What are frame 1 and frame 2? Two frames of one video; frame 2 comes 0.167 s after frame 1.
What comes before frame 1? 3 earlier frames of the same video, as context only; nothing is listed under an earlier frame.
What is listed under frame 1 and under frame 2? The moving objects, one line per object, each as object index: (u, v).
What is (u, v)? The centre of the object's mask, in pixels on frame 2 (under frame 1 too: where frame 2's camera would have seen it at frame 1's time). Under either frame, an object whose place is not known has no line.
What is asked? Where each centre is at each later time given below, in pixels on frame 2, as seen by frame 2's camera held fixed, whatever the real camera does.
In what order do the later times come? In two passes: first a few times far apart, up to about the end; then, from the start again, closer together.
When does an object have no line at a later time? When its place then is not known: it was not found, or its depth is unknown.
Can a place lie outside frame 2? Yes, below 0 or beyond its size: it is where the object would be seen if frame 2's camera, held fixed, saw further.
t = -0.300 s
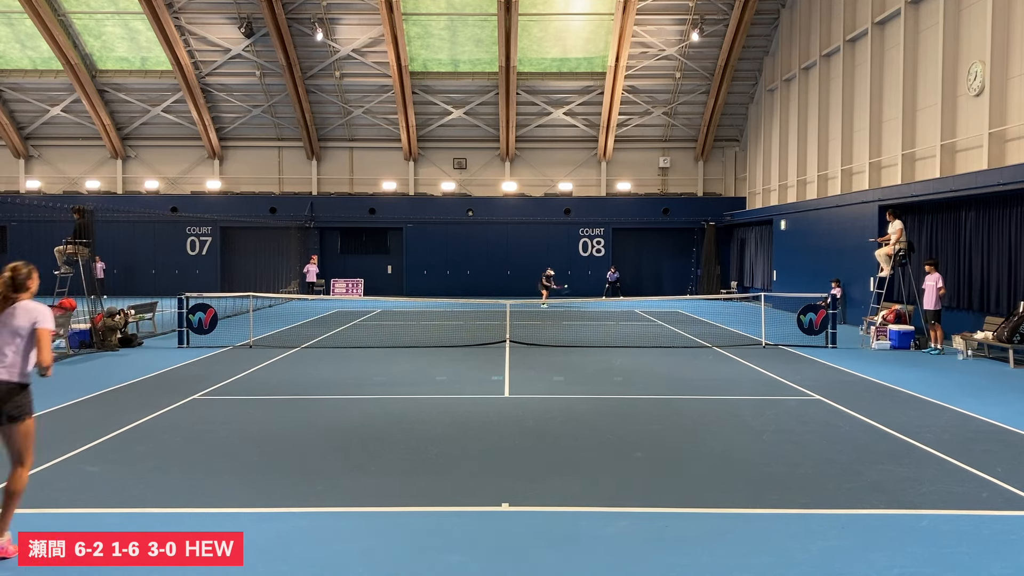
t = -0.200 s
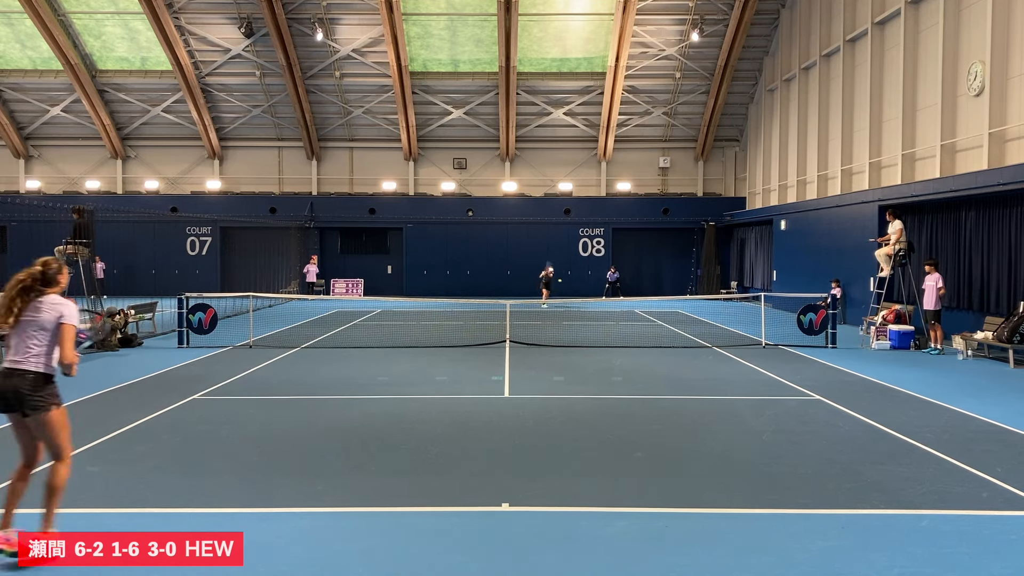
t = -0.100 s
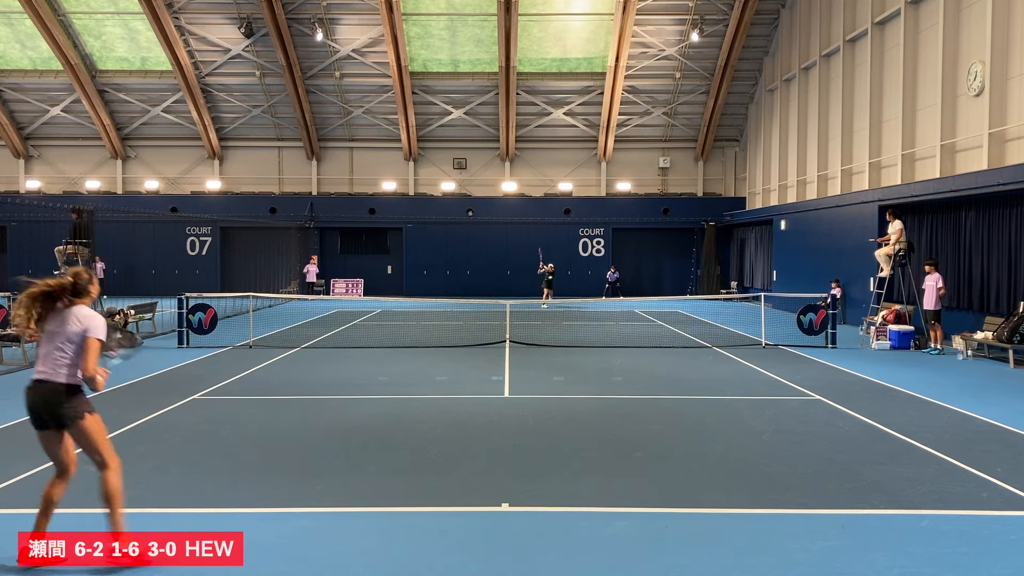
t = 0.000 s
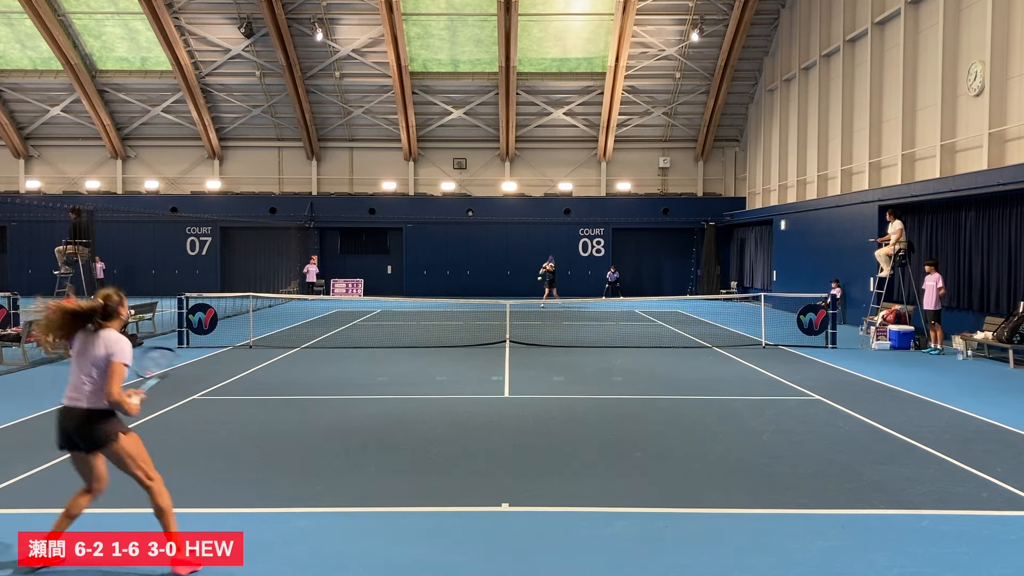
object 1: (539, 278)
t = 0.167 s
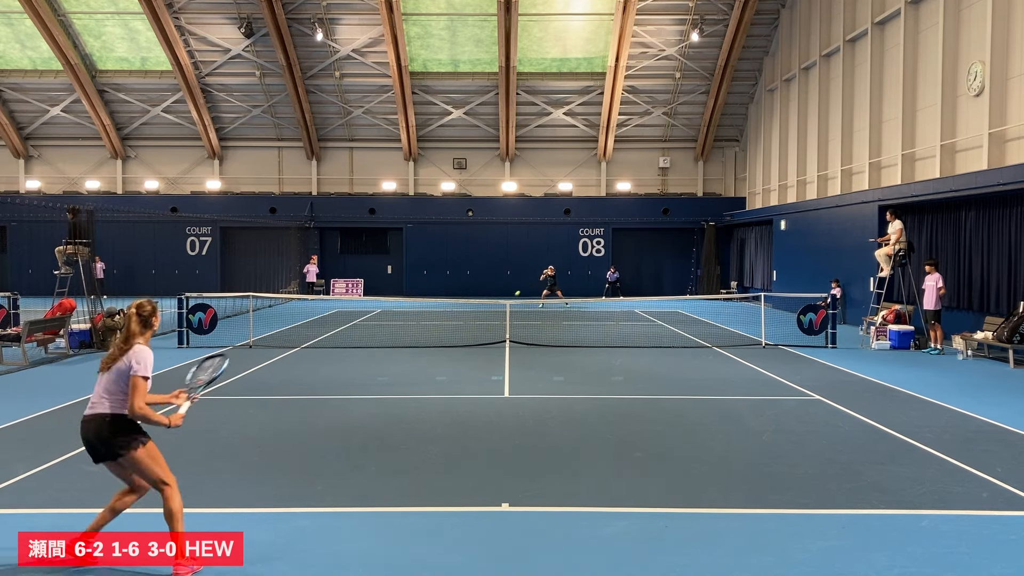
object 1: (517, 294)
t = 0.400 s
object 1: (474, 358)
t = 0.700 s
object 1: (394, 369)
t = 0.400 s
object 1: (474, 358)
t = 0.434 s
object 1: (465, 374)
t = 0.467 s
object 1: (457, 381)
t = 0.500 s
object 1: (450, 377)
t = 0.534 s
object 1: (442, 373)
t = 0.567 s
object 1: (433, 370)
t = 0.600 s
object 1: (425, 368)
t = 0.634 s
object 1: (415, 367)
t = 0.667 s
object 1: (405, 368)
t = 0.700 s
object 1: (394, 369)
